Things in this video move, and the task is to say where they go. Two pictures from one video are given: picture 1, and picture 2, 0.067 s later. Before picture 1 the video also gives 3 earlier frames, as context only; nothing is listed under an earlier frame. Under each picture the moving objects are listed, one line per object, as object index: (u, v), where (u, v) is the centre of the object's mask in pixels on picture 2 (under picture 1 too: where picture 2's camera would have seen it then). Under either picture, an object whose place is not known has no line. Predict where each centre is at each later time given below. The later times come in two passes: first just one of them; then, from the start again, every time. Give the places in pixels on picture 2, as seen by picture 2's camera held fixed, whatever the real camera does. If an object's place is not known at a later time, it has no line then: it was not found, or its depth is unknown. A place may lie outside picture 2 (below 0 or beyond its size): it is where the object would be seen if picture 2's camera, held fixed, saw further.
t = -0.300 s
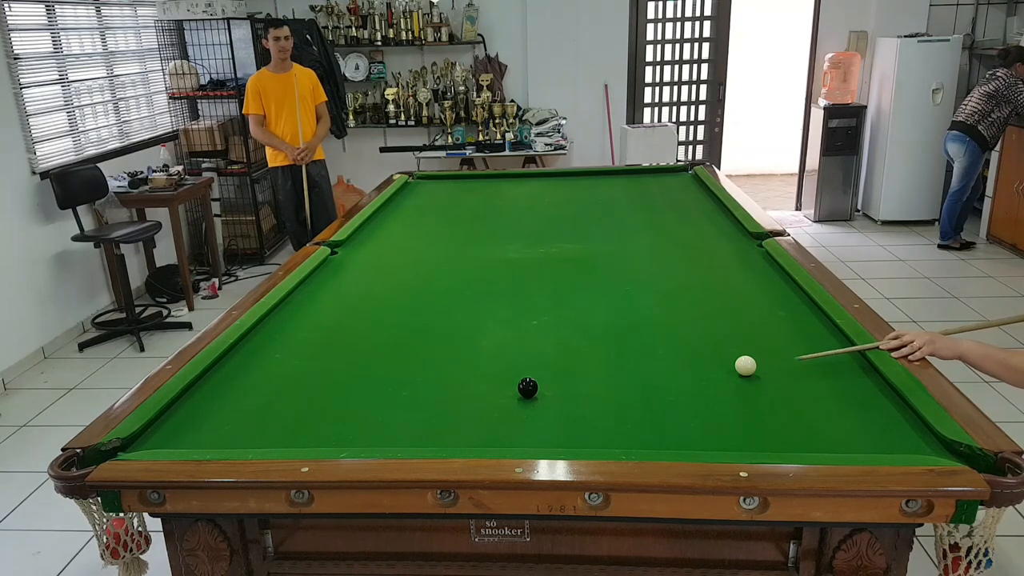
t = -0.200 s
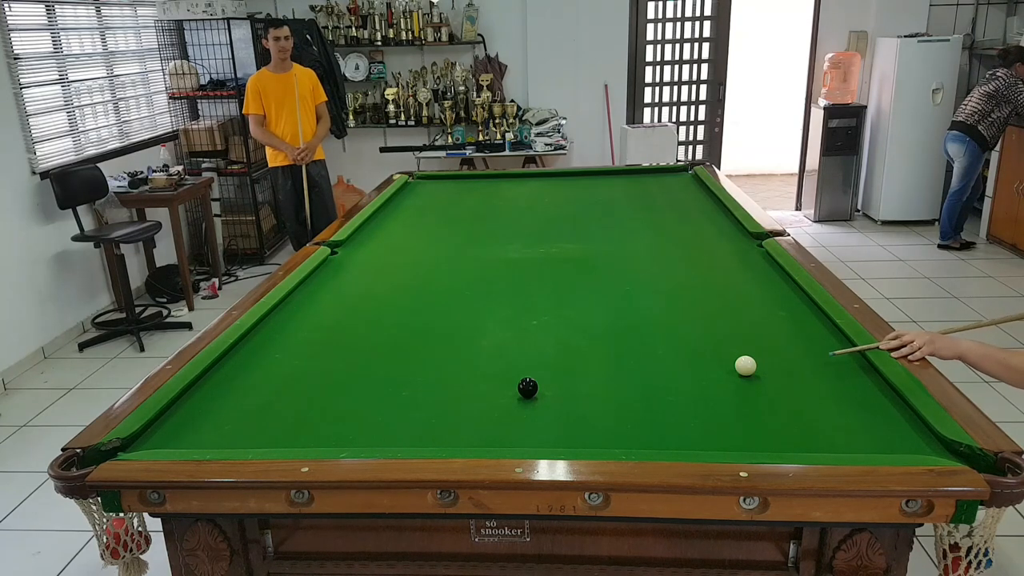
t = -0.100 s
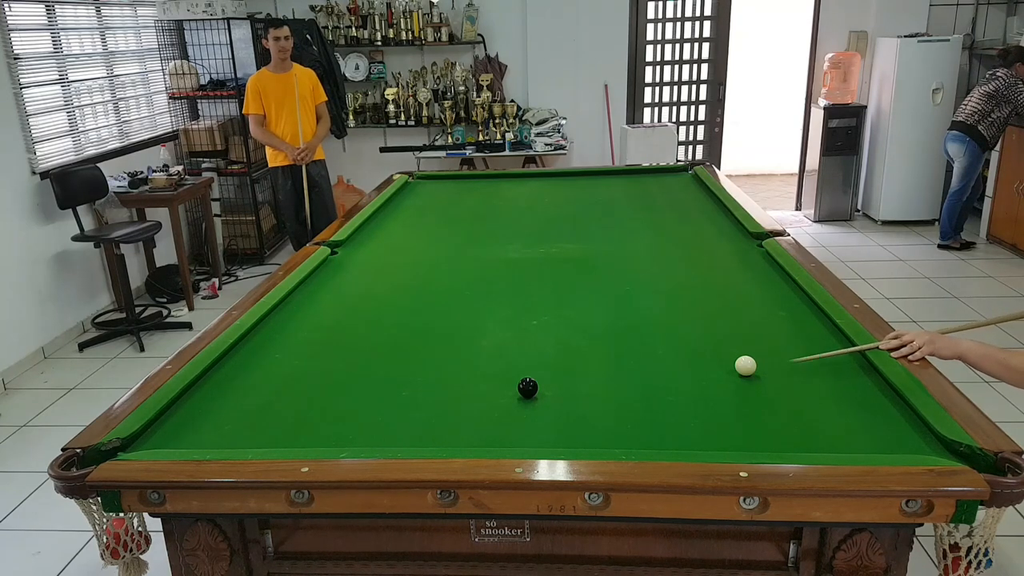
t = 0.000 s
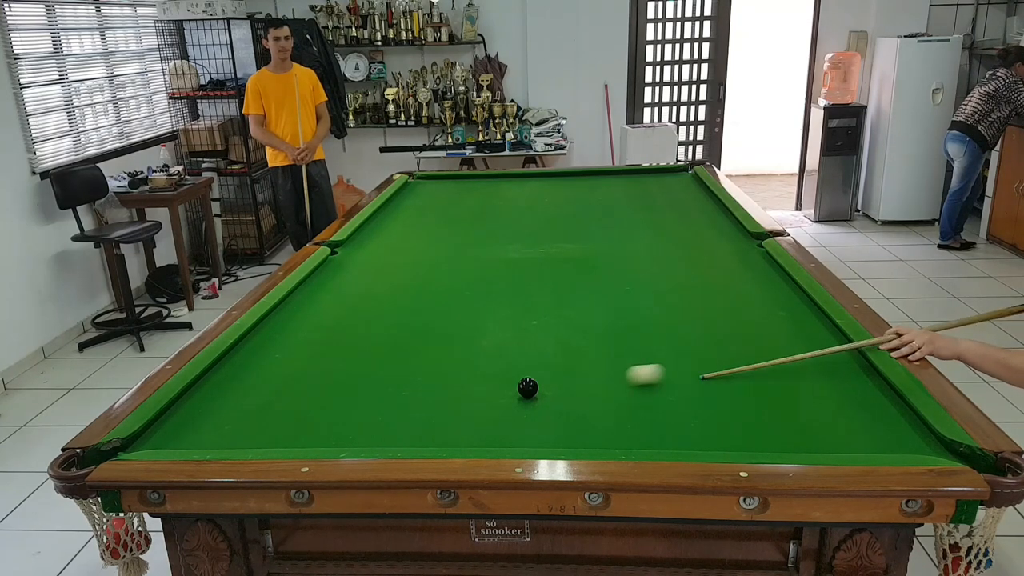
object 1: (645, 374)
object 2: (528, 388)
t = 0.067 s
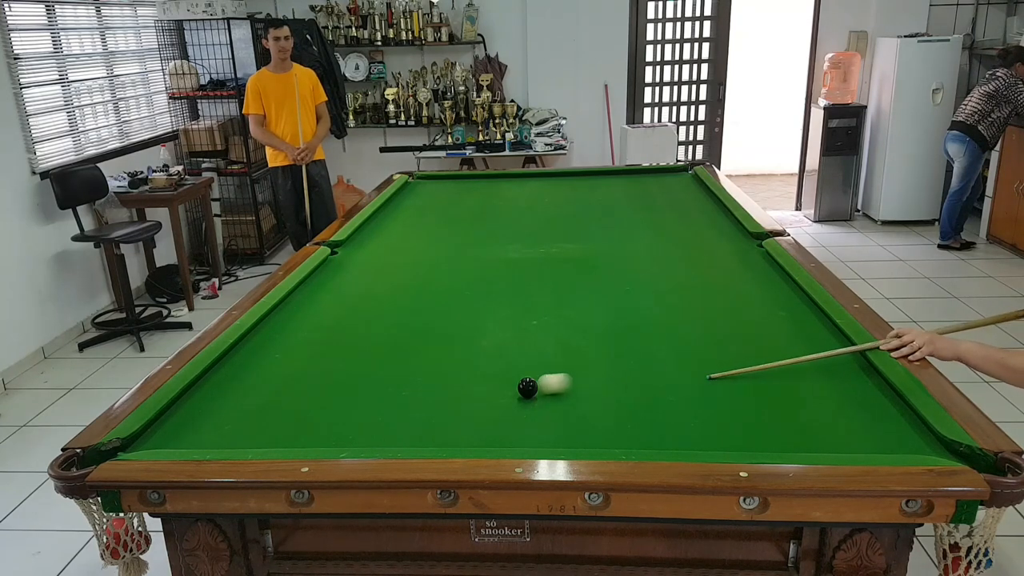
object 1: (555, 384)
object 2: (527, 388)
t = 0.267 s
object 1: (560, 376)
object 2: (278, 427)
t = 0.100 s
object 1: (546, 383)
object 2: (491, 392)
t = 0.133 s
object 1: (546, 382)
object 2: (448, 399)
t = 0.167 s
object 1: (548, 381)
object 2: (405, 406)
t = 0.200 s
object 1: (551, 379)
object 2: (363, 413)
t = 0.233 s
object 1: (556, 377)
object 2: (320, 420)
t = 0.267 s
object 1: (560, 376)
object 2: (278, 427)
